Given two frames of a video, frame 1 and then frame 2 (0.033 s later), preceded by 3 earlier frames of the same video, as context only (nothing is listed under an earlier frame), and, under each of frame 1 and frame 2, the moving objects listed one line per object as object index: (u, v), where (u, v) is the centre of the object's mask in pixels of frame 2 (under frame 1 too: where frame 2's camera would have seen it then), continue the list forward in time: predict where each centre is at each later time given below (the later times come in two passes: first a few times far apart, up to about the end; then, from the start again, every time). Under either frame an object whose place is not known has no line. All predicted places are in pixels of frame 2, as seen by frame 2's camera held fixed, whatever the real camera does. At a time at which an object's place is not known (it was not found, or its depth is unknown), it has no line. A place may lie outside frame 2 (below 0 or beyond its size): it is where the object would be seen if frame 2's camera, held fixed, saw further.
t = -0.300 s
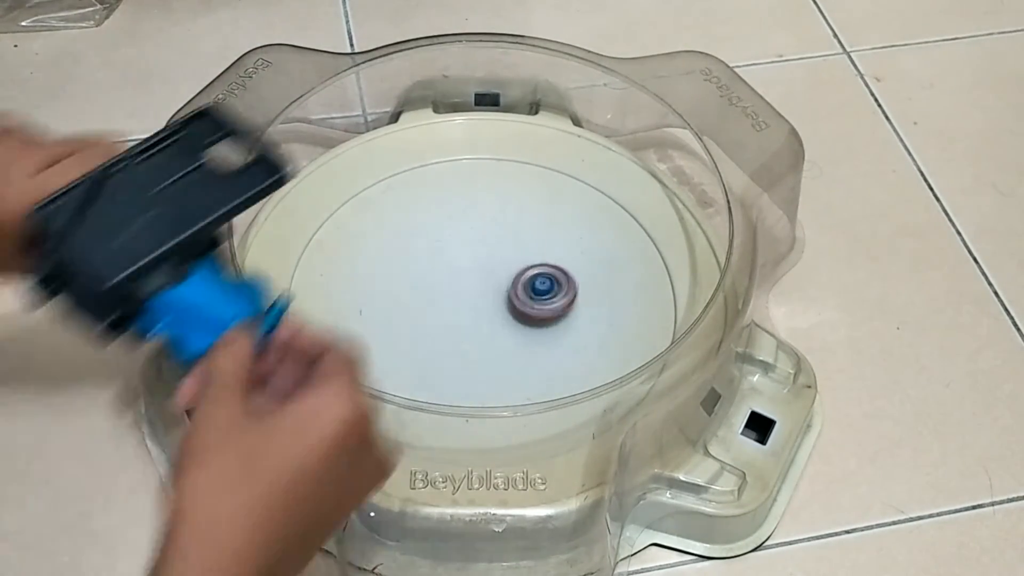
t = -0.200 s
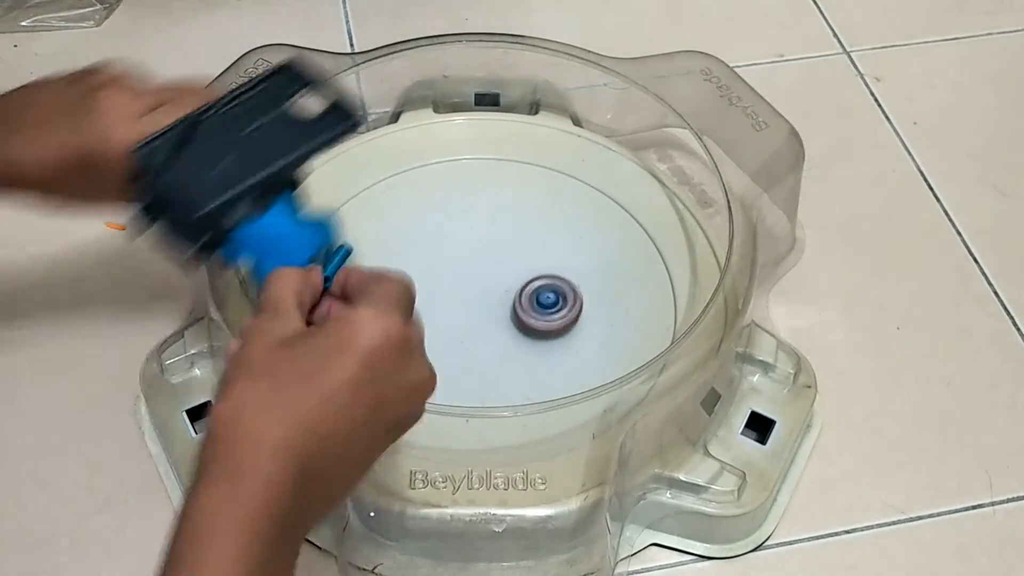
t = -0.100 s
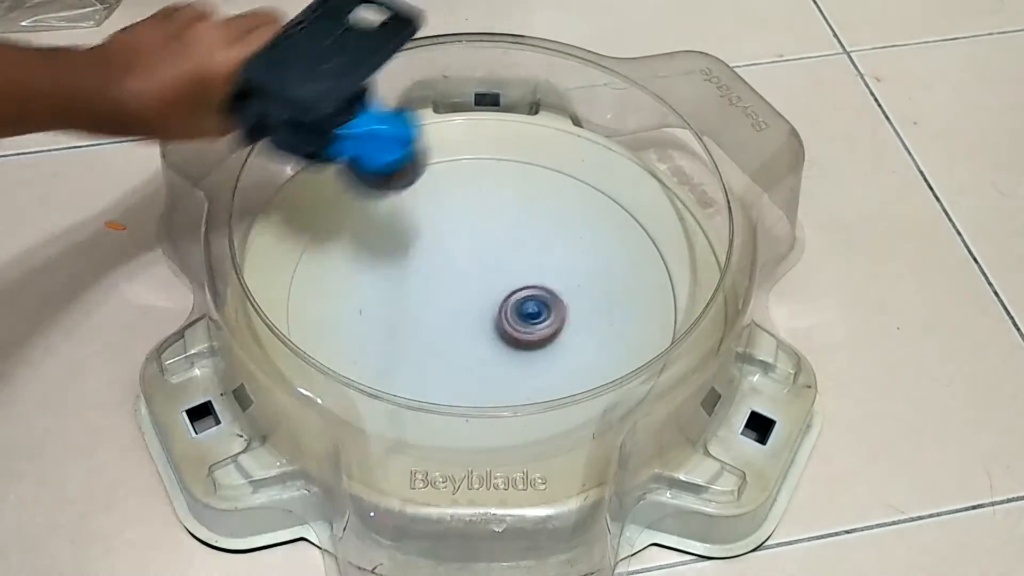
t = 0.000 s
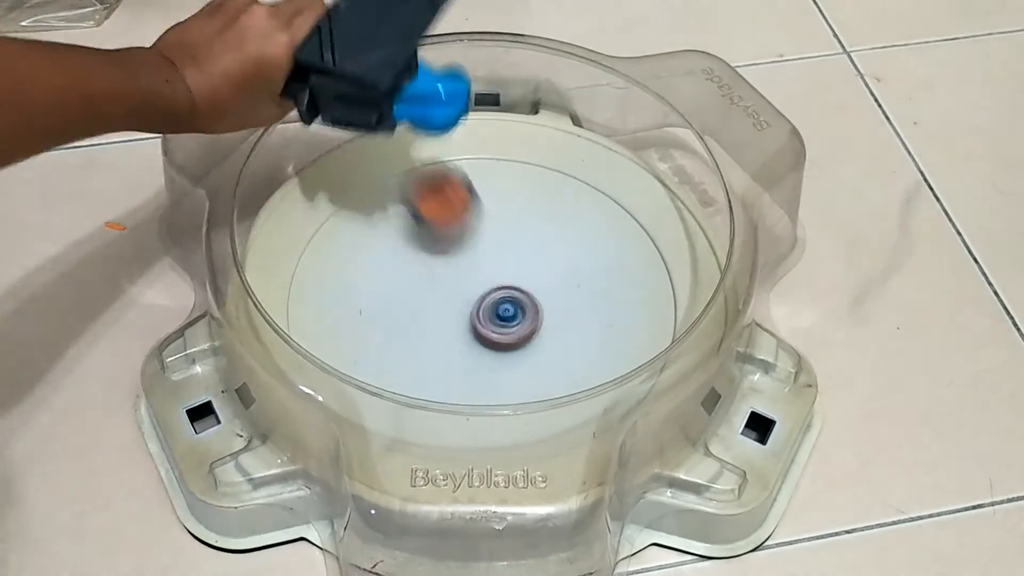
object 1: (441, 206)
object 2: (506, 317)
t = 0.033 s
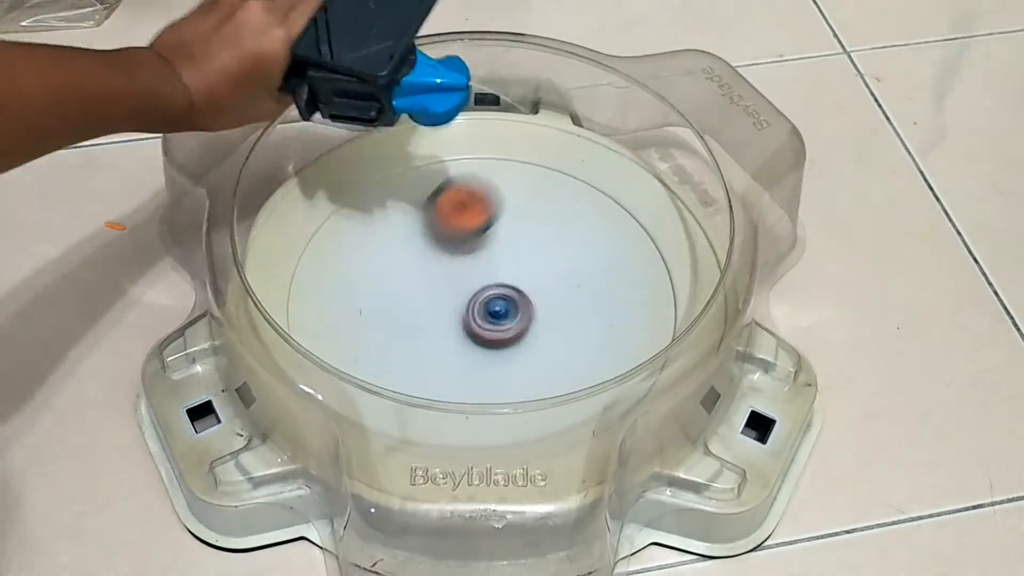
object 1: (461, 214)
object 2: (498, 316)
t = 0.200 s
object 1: (568, 254)
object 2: (464, 297)
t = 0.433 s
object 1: (591, 339)
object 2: (451, 263)
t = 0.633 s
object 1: (523, 349)
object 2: (480, 265)
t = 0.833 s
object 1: (456, 351)
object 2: (499, 275)
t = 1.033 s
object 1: (450, 363)
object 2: (496, 298)
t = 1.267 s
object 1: (474, 365)
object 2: (495, 296)
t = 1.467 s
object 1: (482, 360)
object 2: (498, 292)
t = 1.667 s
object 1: (476, 356)
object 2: (505, 285)
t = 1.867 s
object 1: (462, 344)
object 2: (501, 291)
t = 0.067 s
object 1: (484, 194)
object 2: (490, 313)
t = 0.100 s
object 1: (505, 190)
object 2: (482, 309)
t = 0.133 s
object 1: (526, 198)
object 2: (476, 305)
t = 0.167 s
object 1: (548, 219)
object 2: (469, 302)
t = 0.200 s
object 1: (568, 254)
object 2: (464, 297)
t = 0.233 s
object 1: (579, 266)
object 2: (459, 292)
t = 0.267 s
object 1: (586, 274)
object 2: (456, 287)
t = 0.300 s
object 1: (595, 290)
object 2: (452, 282)
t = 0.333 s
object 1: (600, 308)
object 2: (450, 277)
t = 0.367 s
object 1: (600, 320)
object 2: (449, 272)
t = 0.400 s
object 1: (597, 331)
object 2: (450, 268)
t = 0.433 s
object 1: (591, 339)
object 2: (451, 263)
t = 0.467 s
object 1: (582, 346)
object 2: (454, 261)
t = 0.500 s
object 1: (572, 351)
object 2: (458, 259)
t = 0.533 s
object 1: (560, 353)
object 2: (463, 258)
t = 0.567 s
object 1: (548, 352)
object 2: (469, 259)
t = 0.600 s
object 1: (535, 352)
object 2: (475, 261)
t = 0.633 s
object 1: (523, 349)
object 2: (480, 265)
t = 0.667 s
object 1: (511, 345)
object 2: (484, 270)
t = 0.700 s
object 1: (500, 340)
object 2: (487, 275)
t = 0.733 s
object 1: (489, 334)
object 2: (488, 278)
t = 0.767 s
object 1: (477, 338)
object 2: (493, 278)
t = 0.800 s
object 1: (466, 345)
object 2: (497, 276)
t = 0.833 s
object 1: (456, 351)
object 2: (499, 275)
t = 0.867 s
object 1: (449, 356)
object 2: (501, 276)
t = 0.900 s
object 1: (444, 360)
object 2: (503, 280)
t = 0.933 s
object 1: (442, 362)
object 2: (502, 284)
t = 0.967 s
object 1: (443, 363)
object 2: (501, 289)
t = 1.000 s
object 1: (446, 363)
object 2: (499, 293)
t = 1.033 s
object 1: (450, 363)
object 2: (496, 298)
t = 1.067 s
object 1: (456, 361)
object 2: (492, 301)
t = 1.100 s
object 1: (463, 358)
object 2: (489, 302)
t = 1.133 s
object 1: (468, 358)
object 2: (484, 301)
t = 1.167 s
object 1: (468, 361)
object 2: (487, 299)
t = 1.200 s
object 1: (468, 365)
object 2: (489, 297)
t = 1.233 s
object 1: (471, 364)
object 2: (492, 296)
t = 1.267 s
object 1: (474, 365)
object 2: (495, 296)
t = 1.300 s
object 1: (476, 364)
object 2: (495, 298)
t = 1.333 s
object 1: (479, 361)
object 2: (497, 299)
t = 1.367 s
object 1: (481, 358)
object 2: (497, 300)
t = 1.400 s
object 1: (482, 355)
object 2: (497, 299)
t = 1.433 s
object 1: (482, 358)
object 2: (498, 295)
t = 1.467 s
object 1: (482, 360)
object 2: (498, 292)
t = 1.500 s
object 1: (481, 361)
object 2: (499, 289)
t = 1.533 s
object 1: (480, 361)
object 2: (501, 286)
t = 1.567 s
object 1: (479, 361)
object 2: (502, 284)
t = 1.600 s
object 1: (479, 360)
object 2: (503, 284)
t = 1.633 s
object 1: (478, 358)
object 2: (505, 284)
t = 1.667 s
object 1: (476, 356)
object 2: (505, 285)
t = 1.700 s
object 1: (475, 354)
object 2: (506, 285)
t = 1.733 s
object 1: (472, 353)
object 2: (506, 286)
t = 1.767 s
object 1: (470, 351)
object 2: (505, 288)
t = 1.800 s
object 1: (467, 348)
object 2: (504, 289)
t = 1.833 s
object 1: (464, 346)
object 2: (503, 290)
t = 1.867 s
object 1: (462, 344)
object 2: (501, 291)
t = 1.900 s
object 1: (459, 341)
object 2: (498, 292)
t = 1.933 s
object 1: (455, 340)
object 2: (497, 292)
